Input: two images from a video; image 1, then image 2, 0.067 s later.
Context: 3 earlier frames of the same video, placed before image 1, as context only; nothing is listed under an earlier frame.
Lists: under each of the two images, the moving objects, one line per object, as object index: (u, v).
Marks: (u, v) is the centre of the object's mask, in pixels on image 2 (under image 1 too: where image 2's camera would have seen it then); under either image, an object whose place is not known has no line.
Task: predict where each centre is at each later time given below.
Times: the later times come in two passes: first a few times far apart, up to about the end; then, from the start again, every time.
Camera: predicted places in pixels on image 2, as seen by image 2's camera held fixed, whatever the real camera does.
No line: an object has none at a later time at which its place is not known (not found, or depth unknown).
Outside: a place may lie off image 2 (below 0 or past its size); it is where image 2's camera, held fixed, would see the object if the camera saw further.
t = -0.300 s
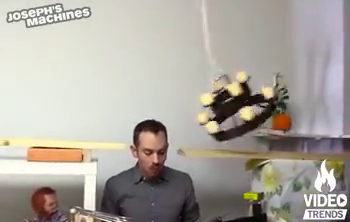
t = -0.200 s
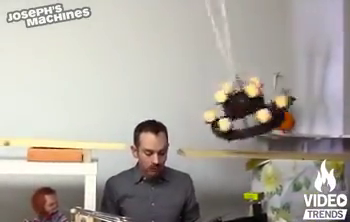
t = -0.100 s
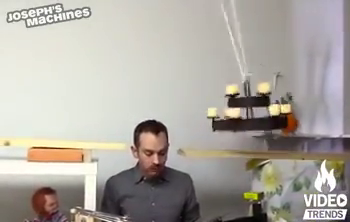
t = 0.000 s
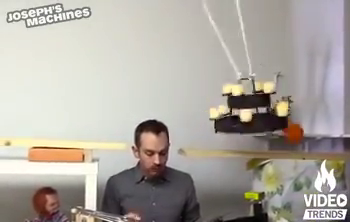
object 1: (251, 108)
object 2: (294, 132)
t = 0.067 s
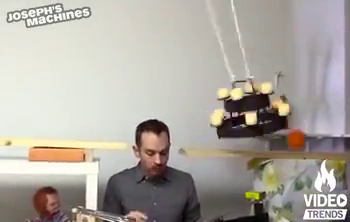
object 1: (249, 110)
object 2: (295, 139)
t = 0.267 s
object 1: (239, 110)
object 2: (311, 146)
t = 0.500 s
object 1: (224, 114)
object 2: (317, 191)
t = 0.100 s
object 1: (248, 111)
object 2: (298, 136)
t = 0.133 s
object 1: (247, 110)
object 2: (301, 134)
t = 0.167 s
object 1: (247, 110)
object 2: (304, 135)
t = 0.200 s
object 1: (245, 110)
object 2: (305, 136)
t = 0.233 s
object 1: (242, 109)
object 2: (308, 142)
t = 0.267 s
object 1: (239, 110)
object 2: (311, 146)
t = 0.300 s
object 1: (235, 111)
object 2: (315, 149)
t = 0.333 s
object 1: (234, 113)
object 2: (320, 153)
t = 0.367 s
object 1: (232, 114)
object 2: (324, 159)
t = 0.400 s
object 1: (230, 114)
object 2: (327, 165)
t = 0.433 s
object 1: (227, 114)
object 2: (333, 171)
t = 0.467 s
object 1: (226, 114)
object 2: (328, 193)
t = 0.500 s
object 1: (224, 114)
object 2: (317, 191)
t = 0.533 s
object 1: (223, 114)
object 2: (310, 195)
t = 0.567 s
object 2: (304, 204)
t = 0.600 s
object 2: (301, 207)
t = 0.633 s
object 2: (299, 209)
